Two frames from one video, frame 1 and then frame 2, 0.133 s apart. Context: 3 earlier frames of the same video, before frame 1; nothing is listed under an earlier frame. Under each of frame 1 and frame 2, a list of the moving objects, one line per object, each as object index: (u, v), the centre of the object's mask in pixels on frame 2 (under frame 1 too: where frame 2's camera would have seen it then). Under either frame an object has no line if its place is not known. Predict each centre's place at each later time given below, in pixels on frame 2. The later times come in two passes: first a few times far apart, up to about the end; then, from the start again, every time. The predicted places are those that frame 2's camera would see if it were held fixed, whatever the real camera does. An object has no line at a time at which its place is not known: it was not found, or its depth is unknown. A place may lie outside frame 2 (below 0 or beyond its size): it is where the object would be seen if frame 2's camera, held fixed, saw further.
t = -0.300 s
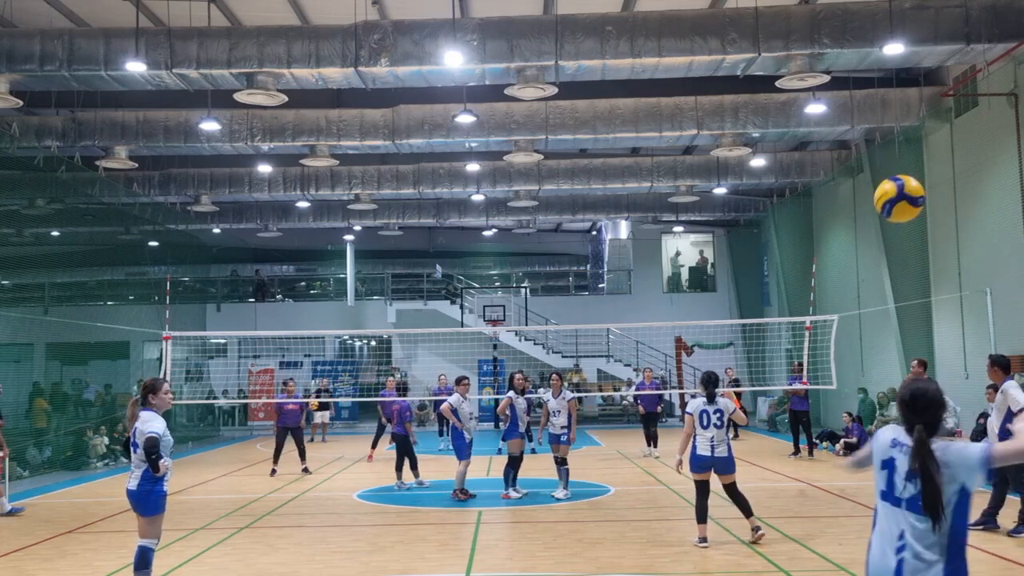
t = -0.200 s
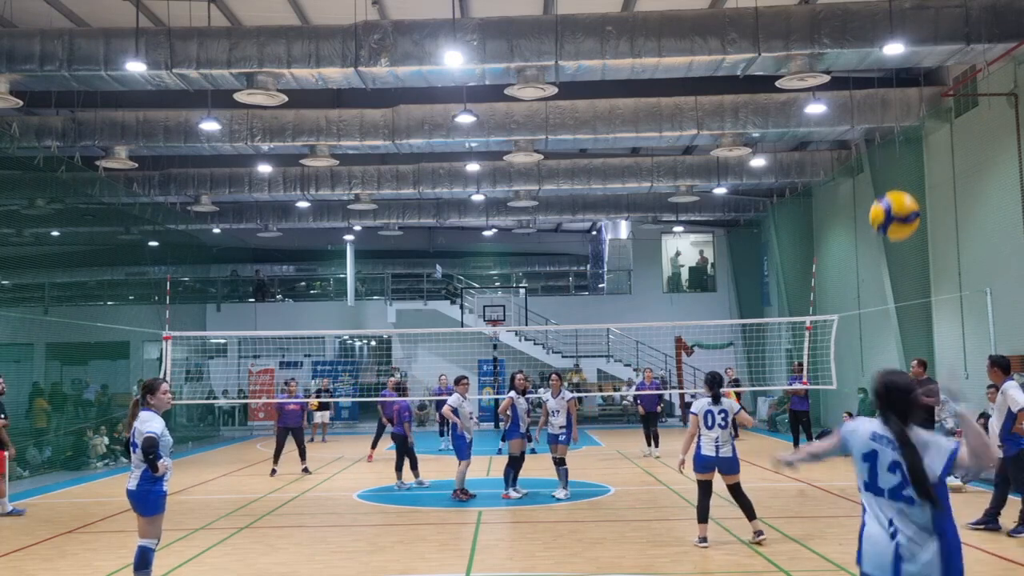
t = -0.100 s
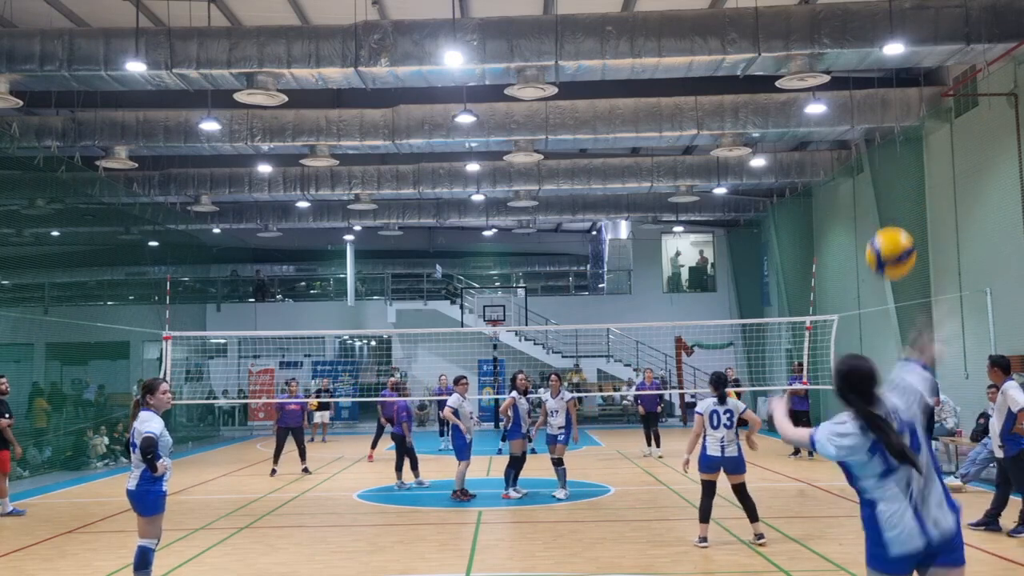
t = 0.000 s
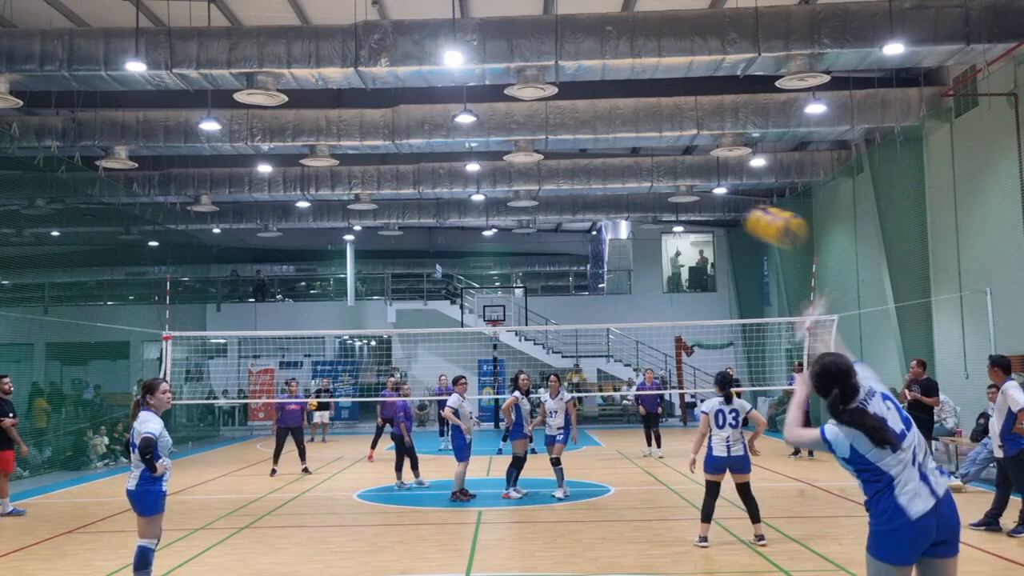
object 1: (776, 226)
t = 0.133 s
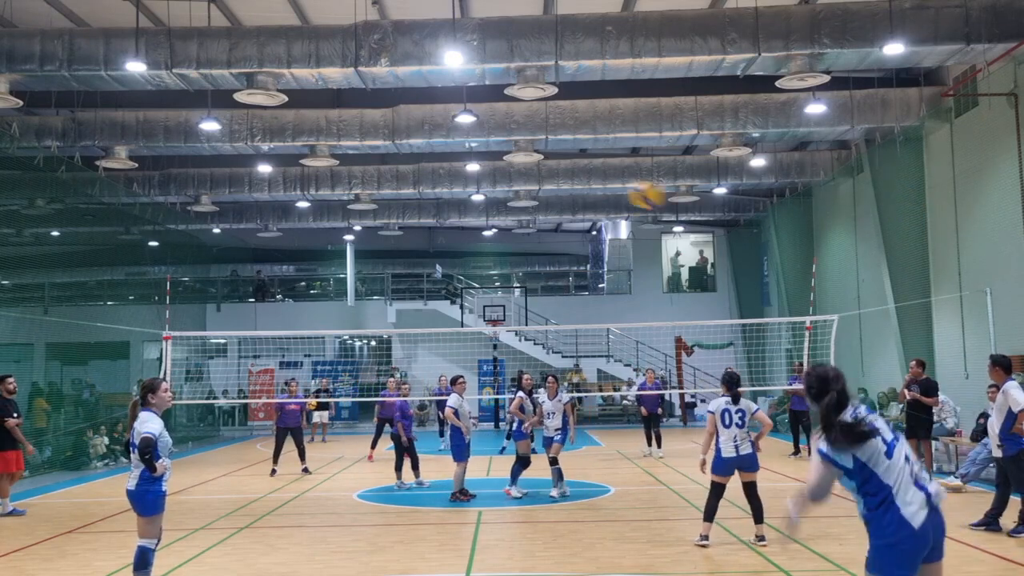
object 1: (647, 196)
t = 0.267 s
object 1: (572, 195)
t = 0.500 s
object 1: (496, 228)
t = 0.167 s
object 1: (624, 193)
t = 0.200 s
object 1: (603, 193)
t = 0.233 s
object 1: (587, 193)
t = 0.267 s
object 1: (572, 195)
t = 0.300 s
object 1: (557, 198)
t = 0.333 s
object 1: (545, 201)
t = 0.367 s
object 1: (532, 207)
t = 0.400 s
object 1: (522, 210)
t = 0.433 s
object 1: (515, 216)
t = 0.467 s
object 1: (503, 222)
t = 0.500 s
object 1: (496, 228)
